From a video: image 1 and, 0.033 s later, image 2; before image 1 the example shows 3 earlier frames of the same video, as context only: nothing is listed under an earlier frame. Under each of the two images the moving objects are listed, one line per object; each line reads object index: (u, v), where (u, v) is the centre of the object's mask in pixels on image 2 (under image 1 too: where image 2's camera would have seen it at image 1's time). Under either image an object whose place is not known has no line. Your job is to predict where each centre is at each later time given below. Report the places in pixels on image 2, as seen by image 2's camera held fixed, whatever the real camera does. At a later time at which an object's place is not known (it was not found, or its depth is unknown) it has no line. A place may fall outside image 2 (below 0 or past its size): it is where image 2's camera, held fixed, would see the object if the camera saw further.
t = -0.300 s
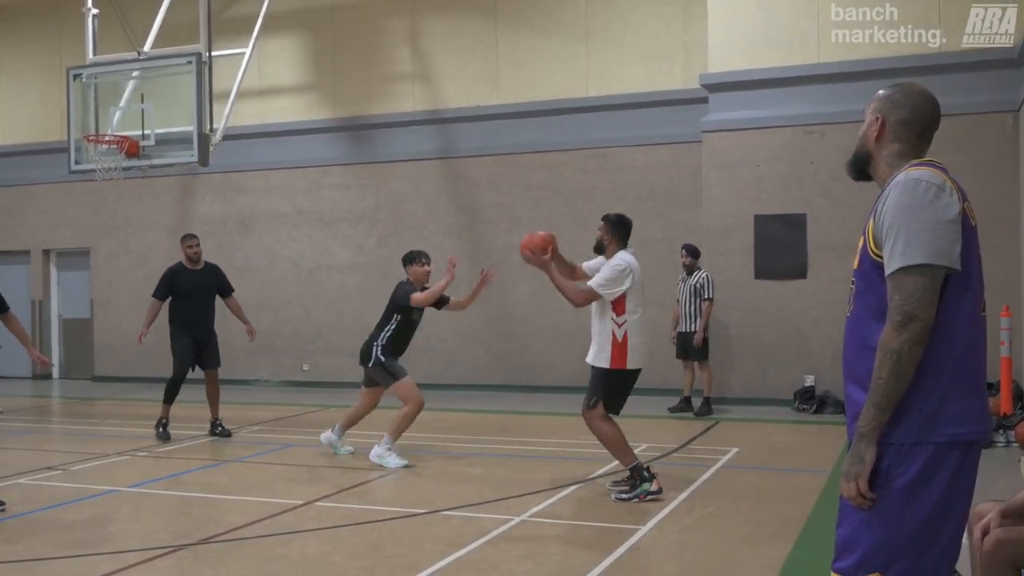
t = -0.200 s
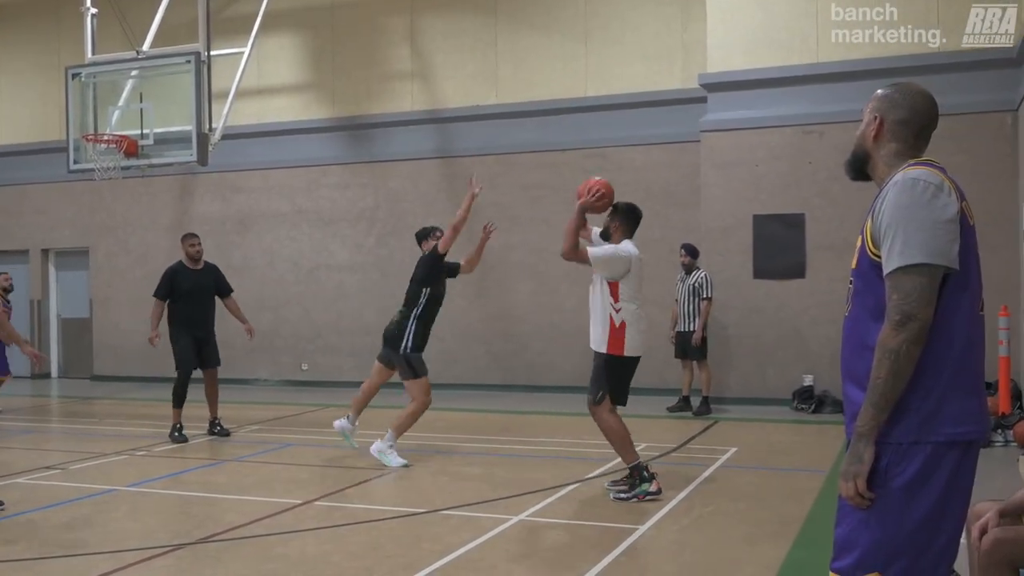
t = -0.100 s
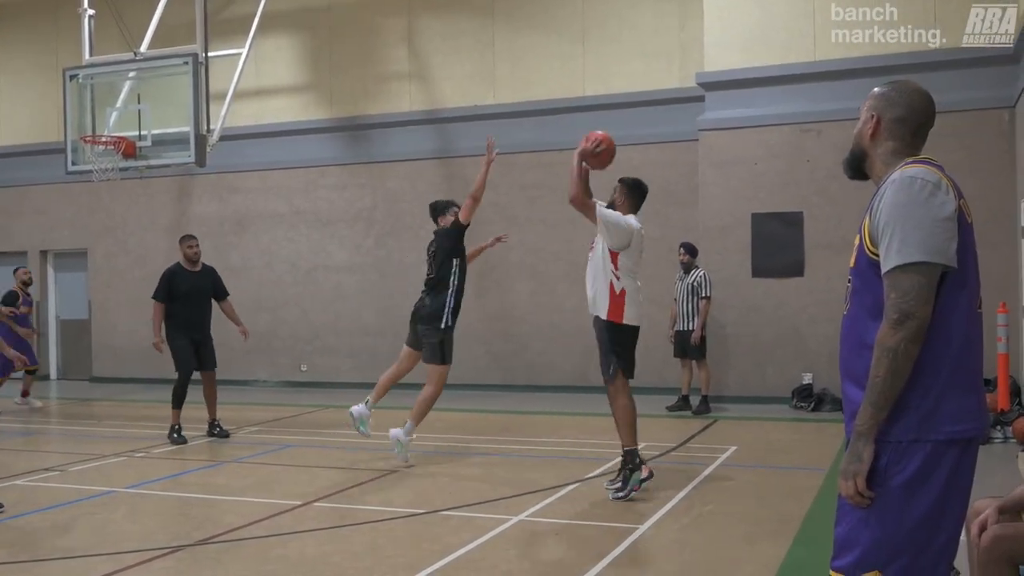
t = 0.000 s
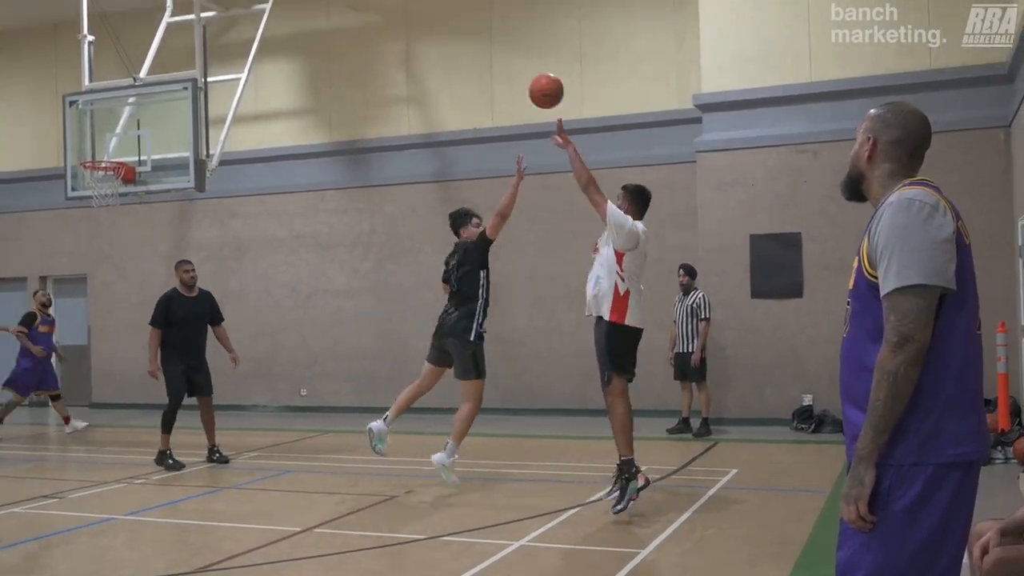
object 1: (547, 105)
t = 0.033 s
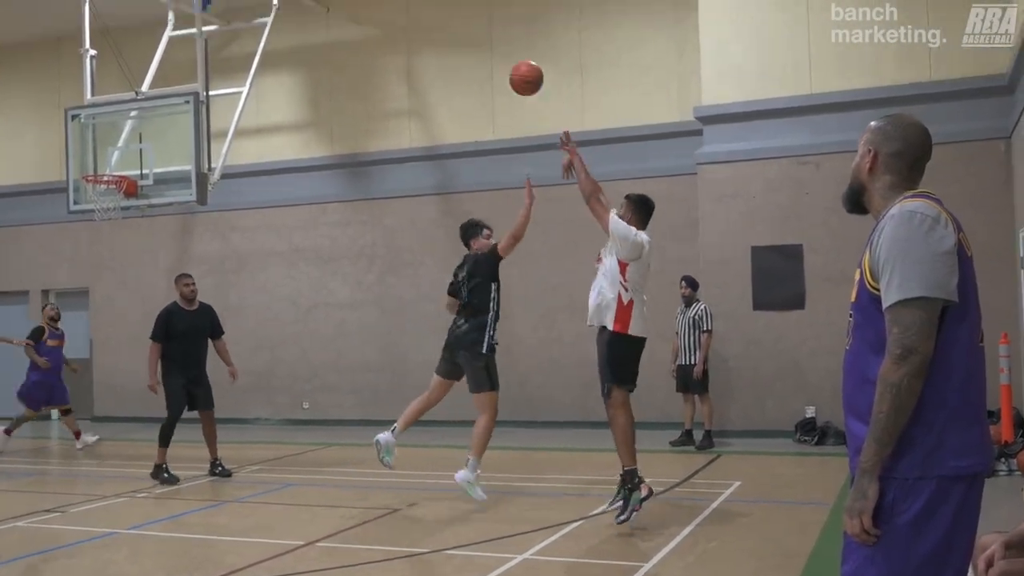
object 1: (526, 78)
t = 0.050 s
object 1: (516, 66)
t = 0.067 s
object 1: (505, 54)
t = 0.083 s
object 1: (495, 43)
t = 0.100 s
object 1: (485, 32)
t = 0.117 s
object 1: (476, 22)
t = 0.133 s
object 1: (466, 13)
